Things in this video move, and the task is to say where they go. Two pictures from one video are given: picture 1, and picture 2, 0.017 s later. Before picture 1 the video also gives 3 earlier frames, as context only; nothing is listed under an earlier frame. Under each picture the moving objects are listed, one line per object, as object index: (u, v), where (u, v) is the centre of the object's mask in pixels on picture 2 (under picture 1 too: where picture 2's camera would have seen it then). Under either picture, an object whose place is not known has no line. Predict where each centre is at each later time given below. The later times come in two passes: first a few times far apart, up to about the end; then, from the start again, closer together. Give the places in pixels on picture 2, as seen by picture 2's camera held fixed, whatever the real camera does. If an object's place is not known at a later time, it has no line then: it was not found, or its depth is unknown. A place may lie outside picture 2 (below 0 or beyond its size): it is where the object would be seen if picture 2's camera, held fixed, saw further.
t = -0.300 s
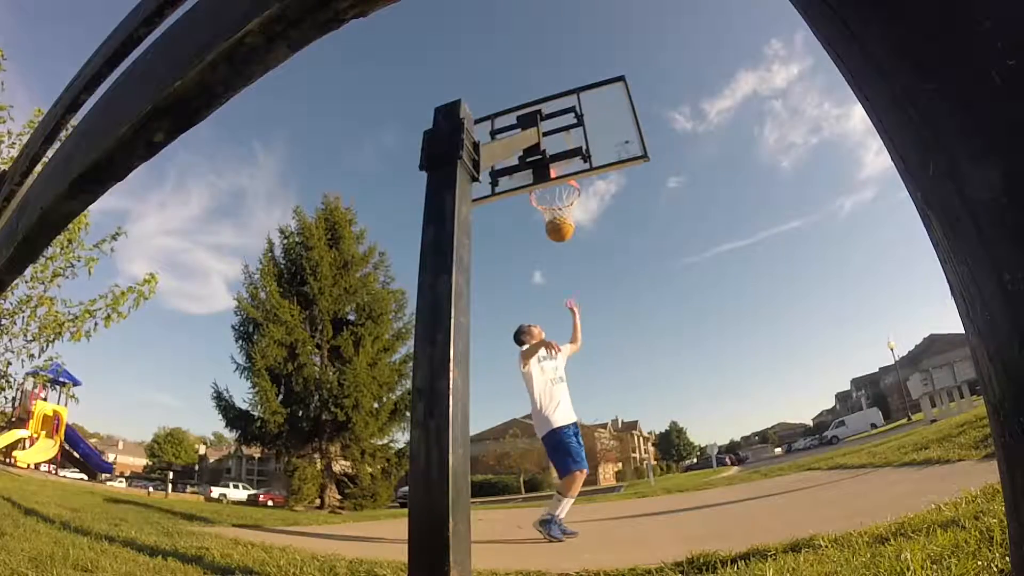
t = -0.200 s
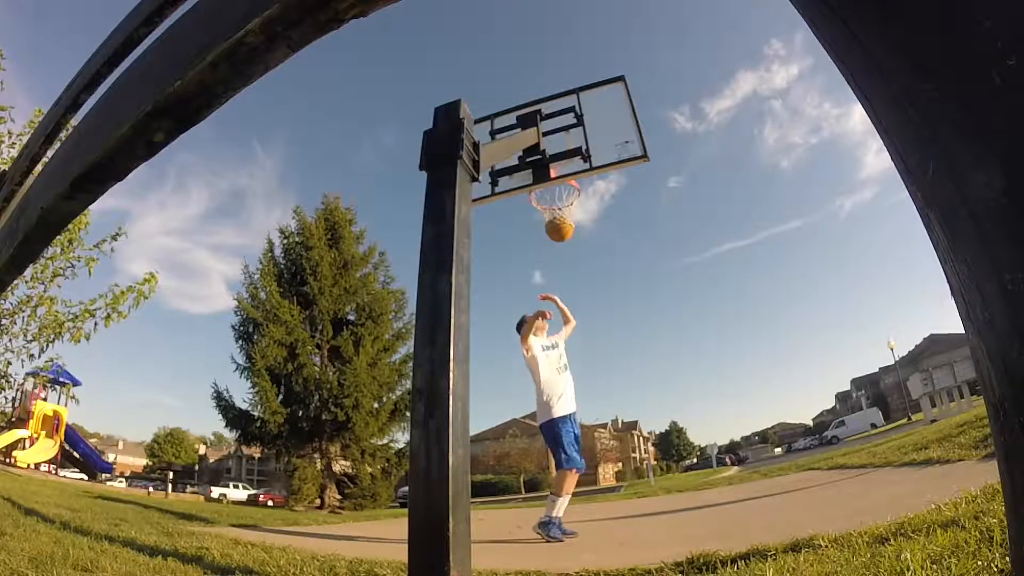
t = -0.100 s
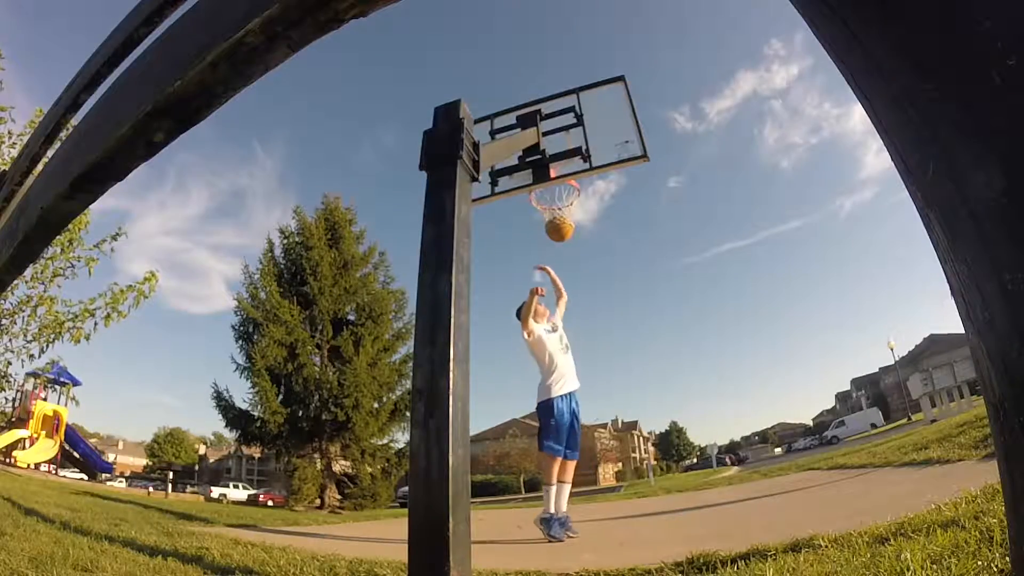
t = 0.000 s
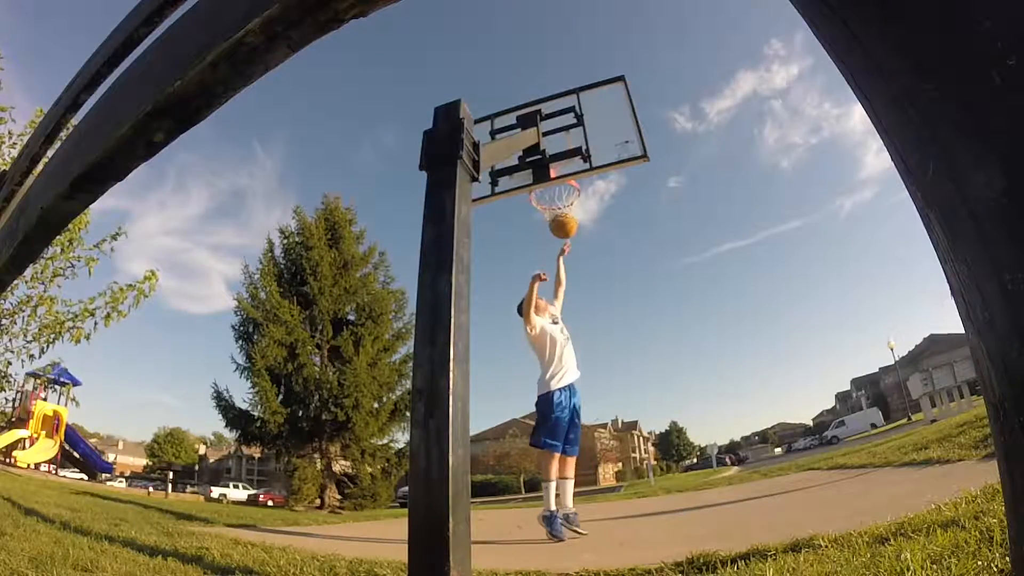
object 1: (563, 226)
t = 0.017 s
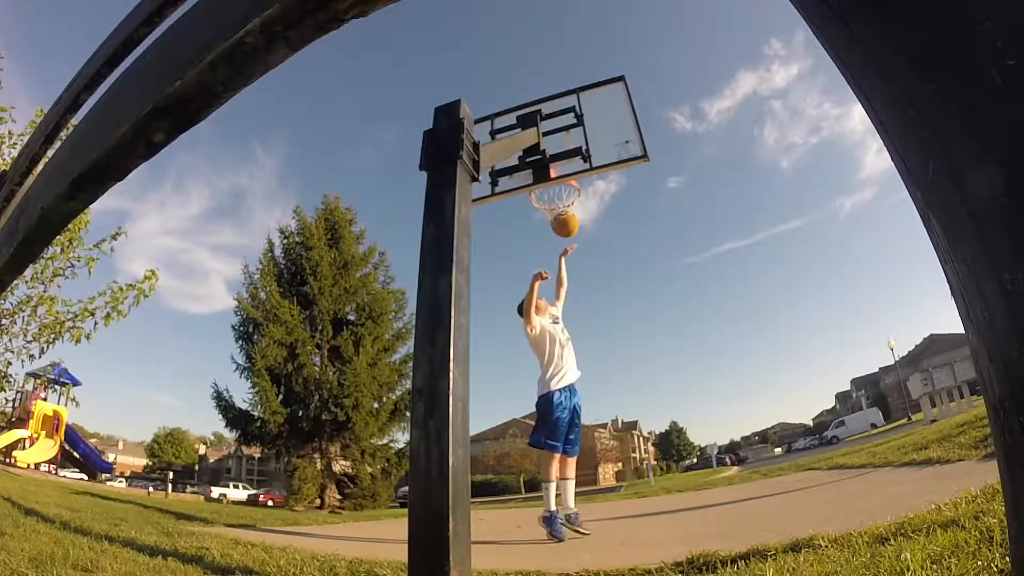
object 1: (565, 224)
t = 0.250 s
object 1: (595, 230)
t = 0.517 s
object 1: (645, 311)
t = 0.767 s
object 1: (711, 495)
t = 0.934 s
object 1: (702, 406)
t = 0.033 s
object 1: (567, 223)
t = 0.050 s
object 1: (568, 222)
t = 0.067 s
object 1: (571, 221)
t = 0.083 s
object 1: (572, 220)
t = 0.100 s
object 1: (574, 220)
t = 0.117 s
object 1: (577, 220)
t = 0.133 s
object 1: (579, 221)
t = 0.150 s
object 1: (581, 221)
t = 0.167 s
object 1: (583, 222)
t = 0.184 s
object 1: (586, 223)
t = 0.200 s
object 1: (588, 224)
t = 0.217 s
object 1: (590, 226)
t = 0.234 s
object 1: (592, 228)
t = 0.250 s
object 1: (595, 230)
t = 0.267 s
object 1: (597, 232)
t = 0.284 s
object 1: (600, 235)
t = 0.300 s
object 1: (603, 238)
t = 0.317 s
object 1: (605, 242)
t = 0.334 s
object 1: (608, 245)
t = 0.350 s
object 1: (611, 249)
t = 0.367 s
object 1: (614, 254)
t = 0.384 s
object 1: (617, 258)
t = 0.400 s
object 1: (620, 263)
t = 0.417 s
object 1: (624, 269)
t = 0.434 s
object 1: (627, 275)
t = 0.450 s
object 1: (630, 281)
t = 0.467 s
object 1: (634, 288)
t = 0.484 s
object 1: (637, 295)
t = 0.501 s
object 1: (641, 303)
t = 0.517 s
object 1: (645, 311)
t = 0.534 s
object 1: (649, 319)
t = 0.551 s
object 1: (653, 329)
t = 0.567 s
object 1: (657, 338)
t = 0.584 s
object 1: (661, 348)
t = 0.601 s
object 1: (665, 359)
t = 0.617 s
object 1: (669, 370)
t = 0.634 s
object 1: (673, 382)
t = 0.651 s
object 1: (678, 394)
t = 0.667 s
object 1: (683, 406)
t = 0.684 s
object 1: (687, 420)
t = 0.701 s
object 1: (691, 434)
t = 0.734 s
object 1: (702, 463)
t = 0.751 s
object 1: (706, 478)
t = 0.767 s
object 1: (711, 495)
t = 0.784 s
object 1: (715, 511)
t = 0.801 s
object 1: (715, 503)
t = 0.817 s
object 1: (713, 489)
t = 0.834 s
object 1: (712, 476)
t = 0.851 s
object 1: (710, 462)
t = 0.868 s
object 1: (708, 451)
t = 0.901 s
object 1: (705, 428)
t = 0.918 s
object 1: (703, 416)
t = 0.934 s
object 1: (702, 406)
